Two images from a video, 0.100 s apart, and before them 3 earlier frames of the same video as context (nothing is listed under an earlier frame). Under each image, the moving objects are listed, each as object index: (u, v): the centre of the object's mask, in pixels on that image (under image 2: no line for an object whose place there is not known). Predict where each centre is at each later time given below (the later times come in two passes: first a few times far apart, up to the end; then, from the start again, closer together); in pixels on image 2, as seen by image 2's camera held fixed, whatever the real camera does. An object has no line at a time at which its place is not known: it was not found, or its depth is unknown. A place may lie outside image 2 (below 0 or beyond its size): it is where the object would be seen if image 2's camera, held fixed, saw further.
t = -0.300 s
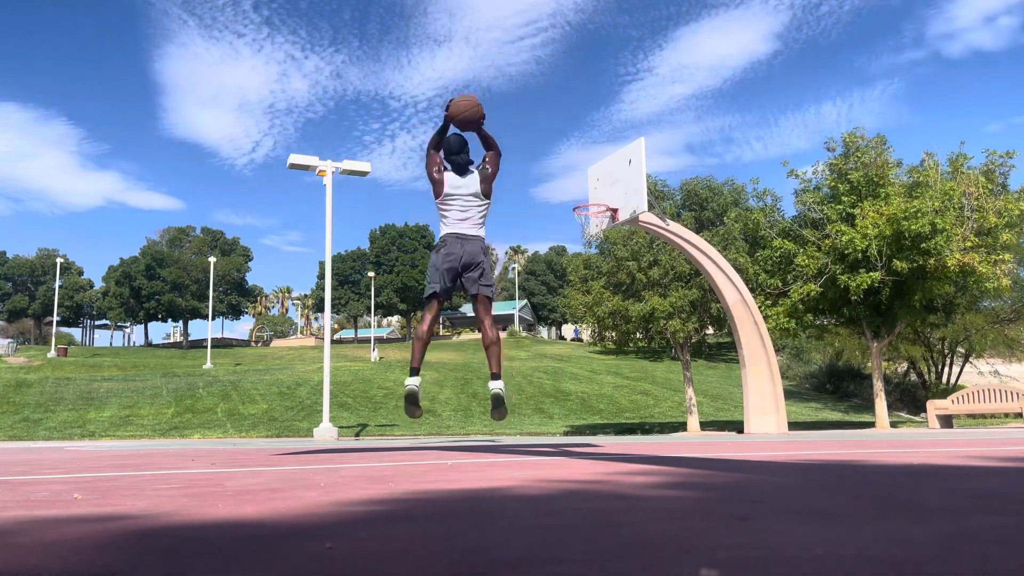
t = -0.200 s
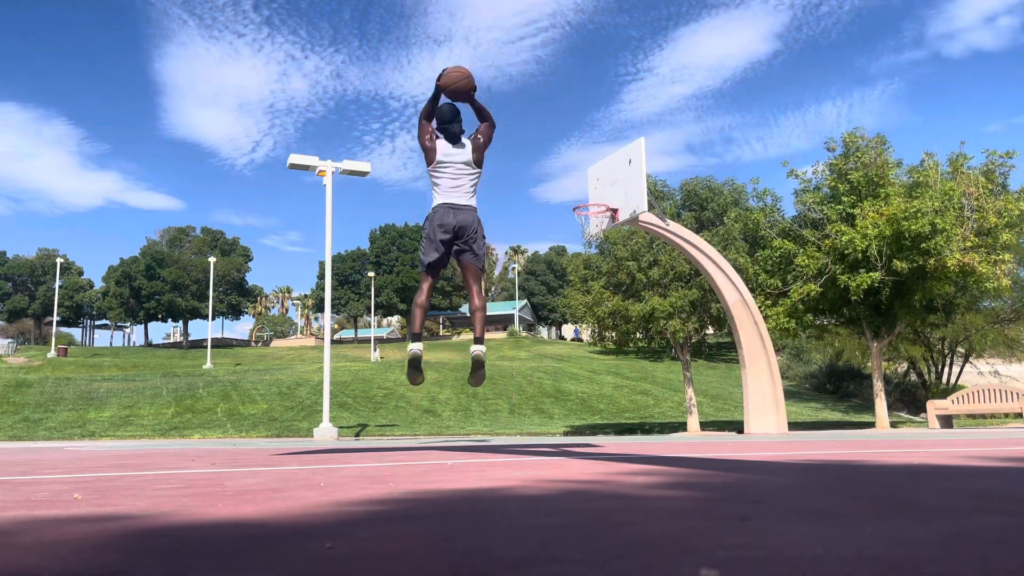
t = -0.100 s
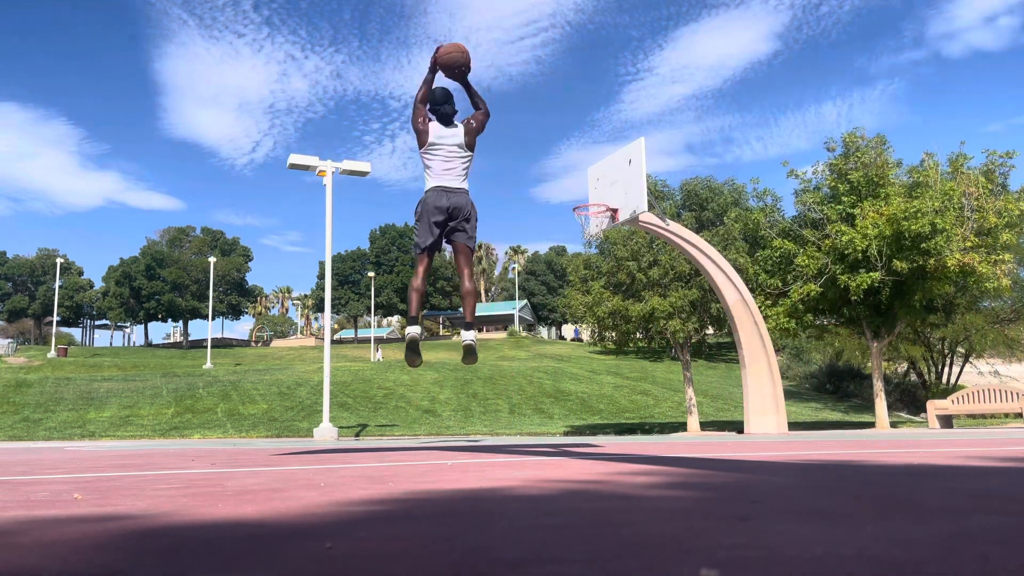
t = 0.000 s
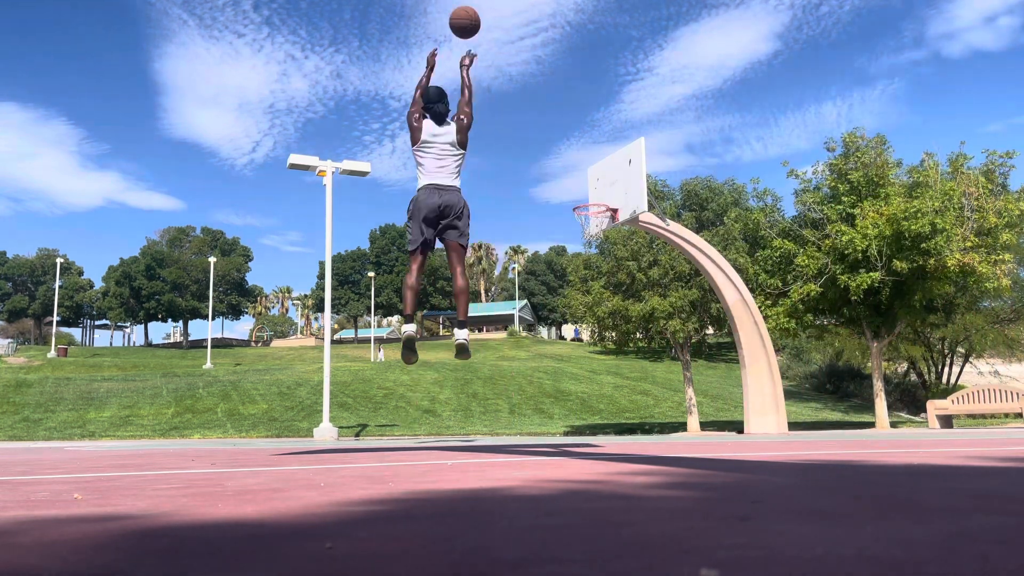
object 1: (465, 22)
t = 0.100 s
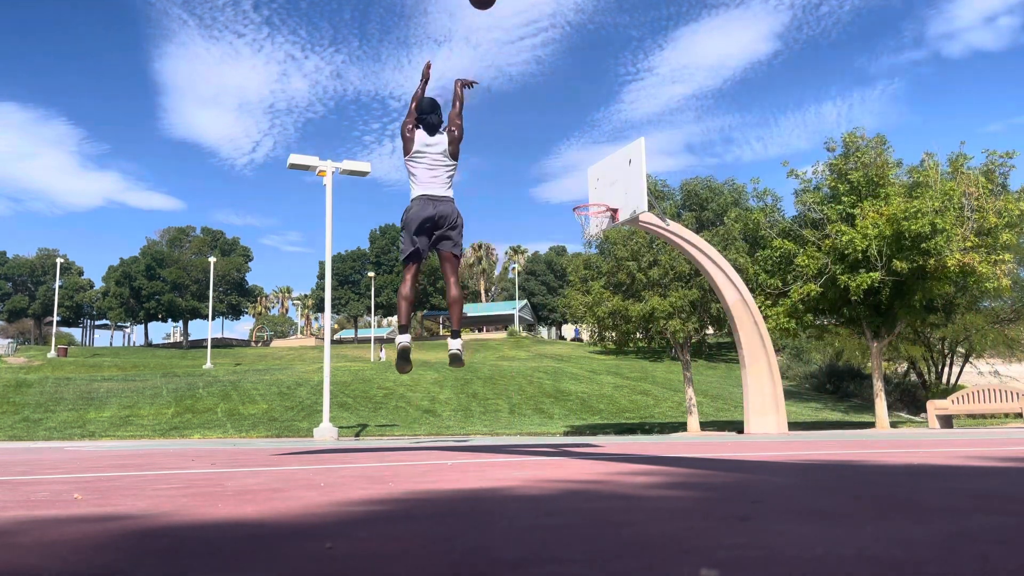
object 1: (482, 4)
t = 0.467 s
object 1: (530, 3)
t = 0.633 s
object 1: (547, 29)
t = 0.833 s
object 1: (564, 92)
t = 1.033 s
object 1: (579, 172)
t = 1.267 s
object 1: (610, 246)
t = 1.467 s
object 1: (640, 308)
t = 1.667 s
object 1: (674, 407)
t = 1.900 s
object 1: (695, 343)
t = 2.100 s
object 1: (713, 285)
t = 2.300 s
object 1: (734, 256)
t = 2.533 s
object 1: (764, 266)
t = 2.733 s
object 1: (794, 317)
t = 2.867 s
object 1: (819, 378)
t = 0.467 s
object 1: (530, 3)
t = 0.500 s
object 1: (534, 5)
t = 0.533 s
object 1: (537, 8)
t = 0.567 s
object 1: (540, 13)
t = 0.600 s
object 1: (543, 21)
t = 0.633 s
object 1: (547, 29)
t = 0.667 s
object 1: (549, 38)
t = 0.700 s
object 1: (553, 48)
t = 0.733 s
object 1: (556, 58)
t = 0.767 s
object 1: (558, 69)
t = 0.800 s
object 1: (561, 80)
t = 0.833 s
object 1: (564, 92)
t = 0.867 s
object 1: (567, 104)
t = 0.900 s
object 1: (569, 117)
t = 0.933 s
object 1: (572, 131)
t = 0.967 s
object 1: (574, 144)
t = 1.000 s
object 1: (577, 158)
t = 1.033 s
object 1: (579, 172)
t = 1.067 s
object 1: (582, 187)
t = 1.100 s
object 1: (584, 202)
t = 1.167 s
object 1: (595, 225)
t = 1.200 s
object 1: (600, 232)
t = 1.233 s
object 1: (605, 239)
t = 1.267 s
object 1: (610, 246)
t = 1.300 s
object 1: (614, 254)
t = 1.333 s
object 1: (620, 264)
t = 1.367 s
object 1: (625, 273)
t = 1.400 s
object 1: (630, 283)
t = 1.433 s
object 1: (635, 295)
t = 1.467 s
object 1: (640, 308)
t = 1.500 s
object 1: (646, 322)
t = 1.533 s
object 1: (651, 337)
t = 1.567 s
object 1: (657, 352)
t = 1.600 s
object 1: (663, 370)
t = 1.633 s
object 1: (669, 388)
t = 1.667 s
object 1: (674, 407)
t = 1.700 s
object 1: (681, 427)
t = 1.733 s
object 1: (684, 414)
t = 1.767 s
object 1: (685, 399)
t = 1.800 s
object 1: (688, 384)
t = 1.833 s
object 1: (690, 369)
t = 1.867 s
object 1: (693, 356)
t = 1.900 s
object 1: (695, 343)
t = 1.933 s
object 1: (699, 332)
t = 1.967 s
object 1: (701, 321)
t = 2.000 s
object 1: (704, 309)
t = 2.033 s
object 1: (707, 302)
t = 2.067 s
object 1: (709, 291)
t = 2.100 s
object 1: (713, 285)
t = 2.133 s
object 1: (716, 278)
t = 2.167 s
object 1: (720, 272)
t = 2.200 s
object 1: (723, 267)
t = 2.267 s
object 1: (731, 259)
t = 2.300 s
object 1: (734, 256)
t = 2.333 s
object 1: (738, 255)
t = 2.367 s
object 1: (742, 254)
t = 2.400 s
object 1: (746, 255)
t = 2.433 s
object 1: (750, 256)
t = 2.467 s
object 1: (755, 258)
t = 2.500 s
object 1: (759, 262)
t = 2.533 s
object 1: (764, 266)
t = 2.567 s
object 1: (768, 271)
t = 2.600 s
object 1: (773, 278)
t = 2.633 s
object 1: (778, 286)
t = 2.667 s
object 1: (783, 295)
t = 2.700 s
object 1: (789, 305)
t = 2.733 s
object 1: (794, 317)
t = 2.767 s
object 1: (800, 329)
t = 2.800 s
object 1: (806, 344)
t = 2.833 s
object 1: (812, 360)
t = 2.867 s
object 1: (819, 378)
